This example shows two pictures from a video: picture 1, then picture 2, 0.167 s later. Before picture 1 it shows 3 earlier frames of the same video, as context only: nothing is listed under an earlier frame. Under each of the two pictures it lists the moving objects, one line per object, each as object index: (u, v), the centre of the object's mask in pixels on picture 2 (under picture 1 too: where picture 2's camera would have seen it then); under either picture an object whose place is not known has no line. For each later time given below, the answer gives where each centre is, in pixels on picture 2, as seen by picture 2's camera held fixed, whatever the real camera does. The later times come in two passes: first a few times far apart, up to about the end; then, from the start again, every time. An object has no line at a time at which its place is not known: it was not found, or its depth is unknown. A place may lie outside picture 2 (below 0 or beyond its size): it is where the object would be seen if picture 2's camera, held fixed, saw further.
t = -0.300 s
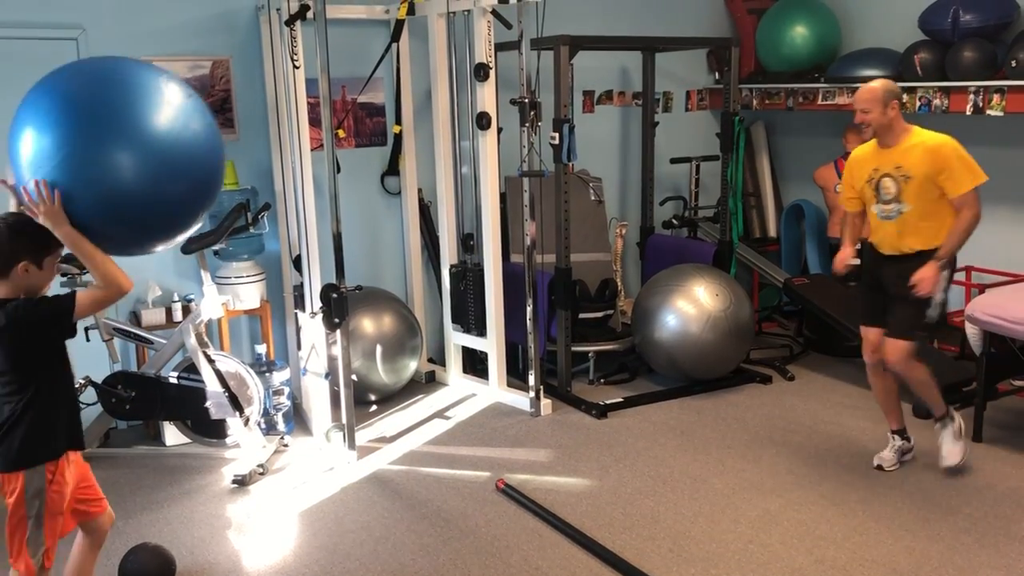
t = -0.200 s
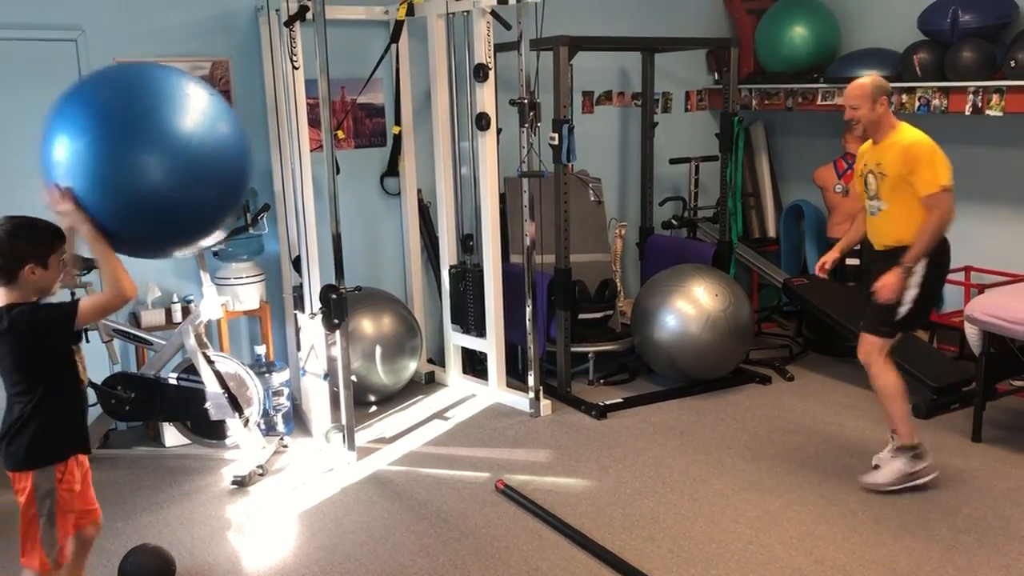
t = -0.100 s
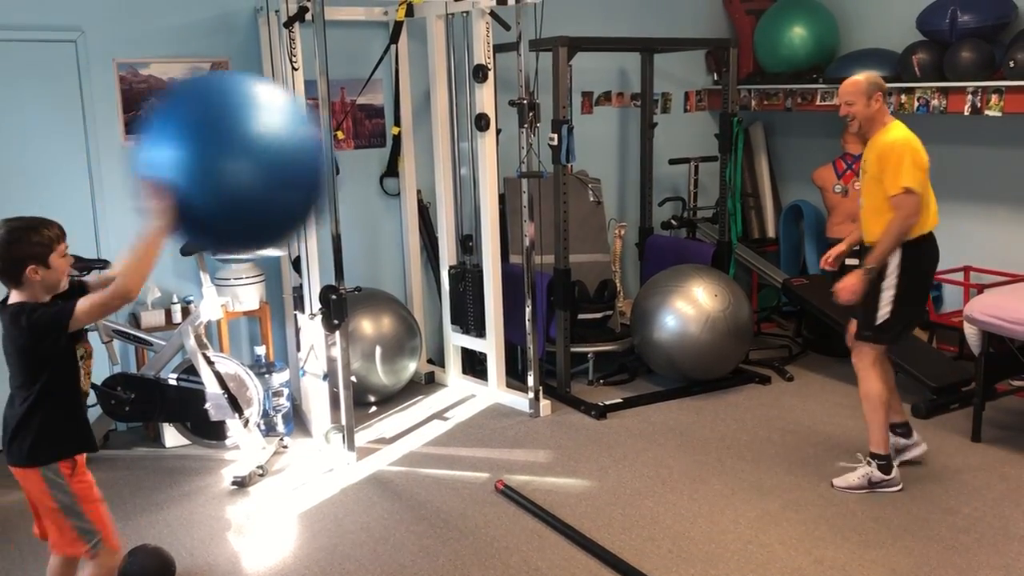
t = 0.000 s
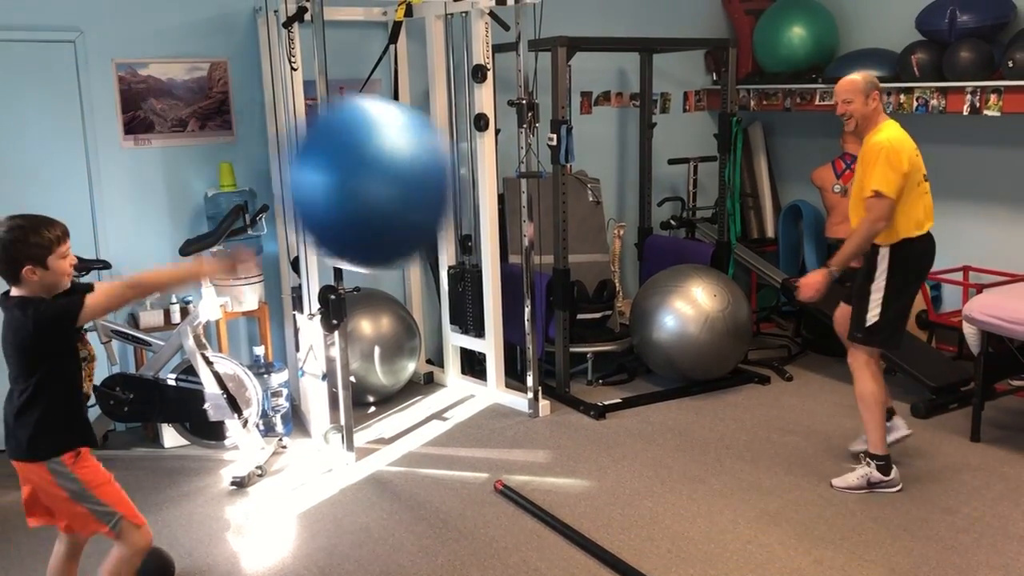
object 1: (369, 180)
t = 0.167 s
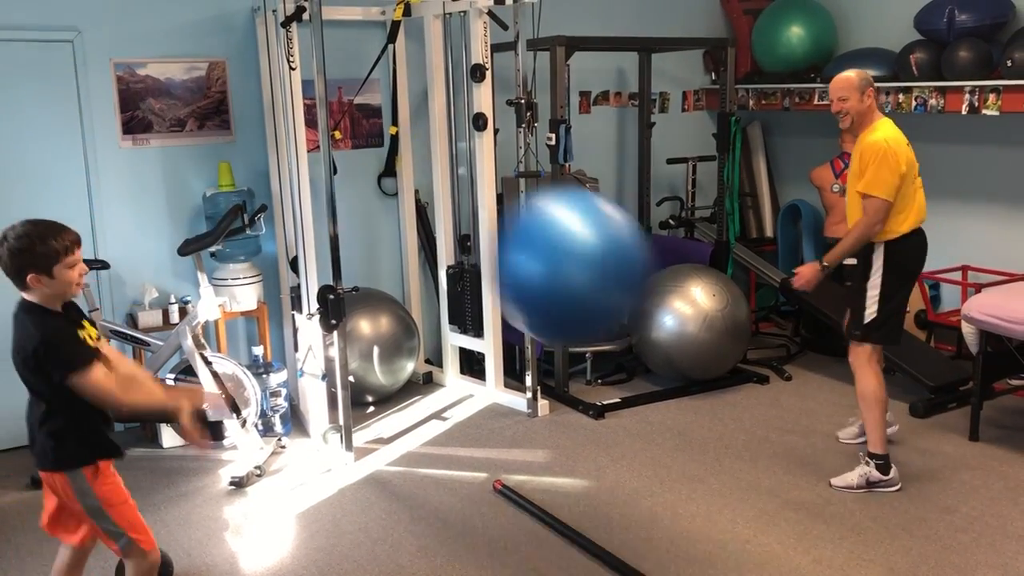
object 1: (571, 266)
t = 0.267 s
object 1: (674, 339)
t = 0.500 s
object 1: (838, 403)
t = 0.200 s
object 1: (603, 288)
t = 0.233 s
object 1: (637, 314)
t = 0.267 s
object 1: (674, 339)
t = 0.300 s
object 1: (703, 368)
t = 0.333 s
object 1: (734, 396)
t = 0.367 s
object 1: (762, 426)
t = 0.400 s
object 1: (789, 461)
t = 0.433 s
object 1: (808, 464)
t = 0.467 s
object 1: (823, 429)
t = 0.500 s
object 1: (838, 403)
